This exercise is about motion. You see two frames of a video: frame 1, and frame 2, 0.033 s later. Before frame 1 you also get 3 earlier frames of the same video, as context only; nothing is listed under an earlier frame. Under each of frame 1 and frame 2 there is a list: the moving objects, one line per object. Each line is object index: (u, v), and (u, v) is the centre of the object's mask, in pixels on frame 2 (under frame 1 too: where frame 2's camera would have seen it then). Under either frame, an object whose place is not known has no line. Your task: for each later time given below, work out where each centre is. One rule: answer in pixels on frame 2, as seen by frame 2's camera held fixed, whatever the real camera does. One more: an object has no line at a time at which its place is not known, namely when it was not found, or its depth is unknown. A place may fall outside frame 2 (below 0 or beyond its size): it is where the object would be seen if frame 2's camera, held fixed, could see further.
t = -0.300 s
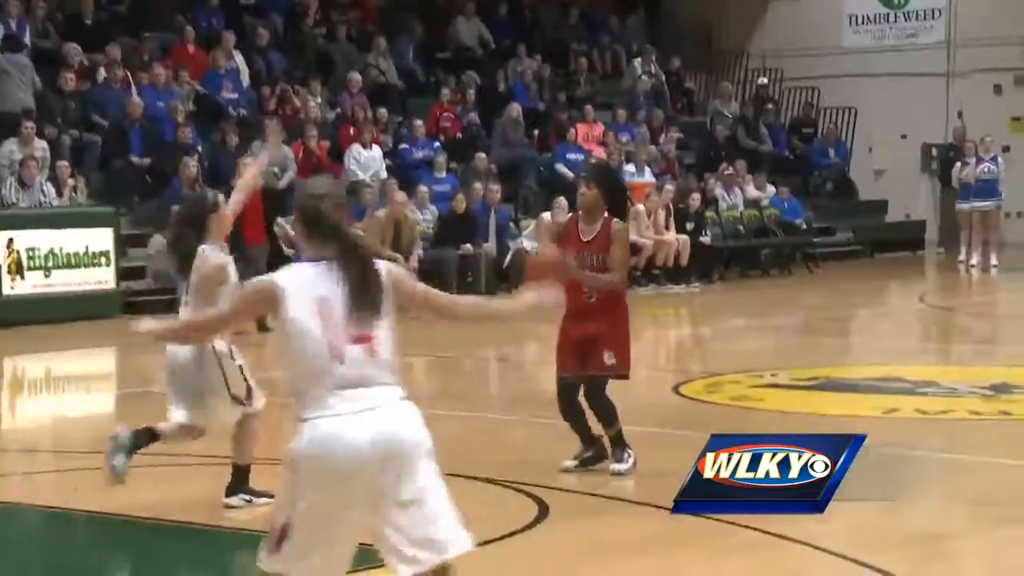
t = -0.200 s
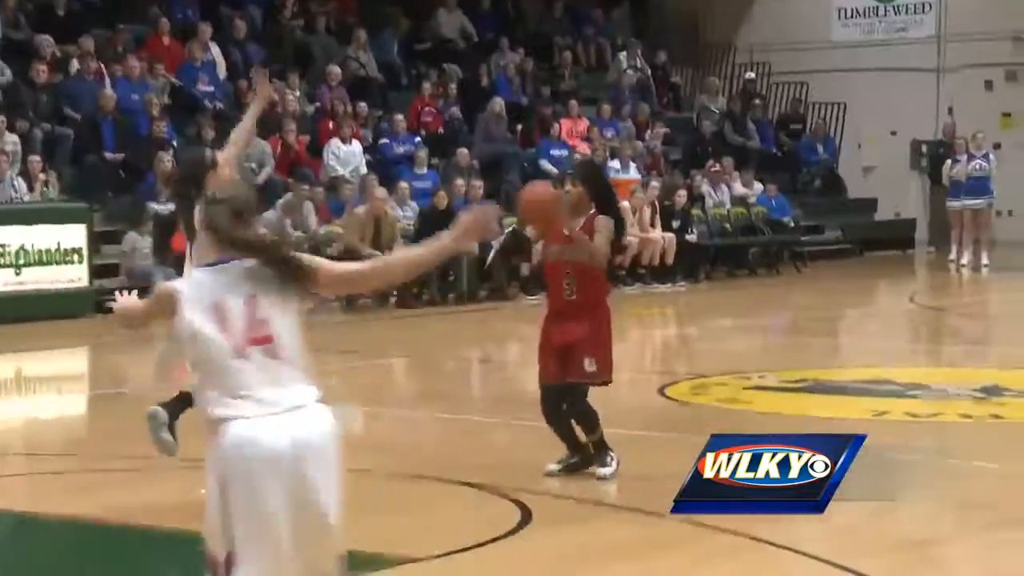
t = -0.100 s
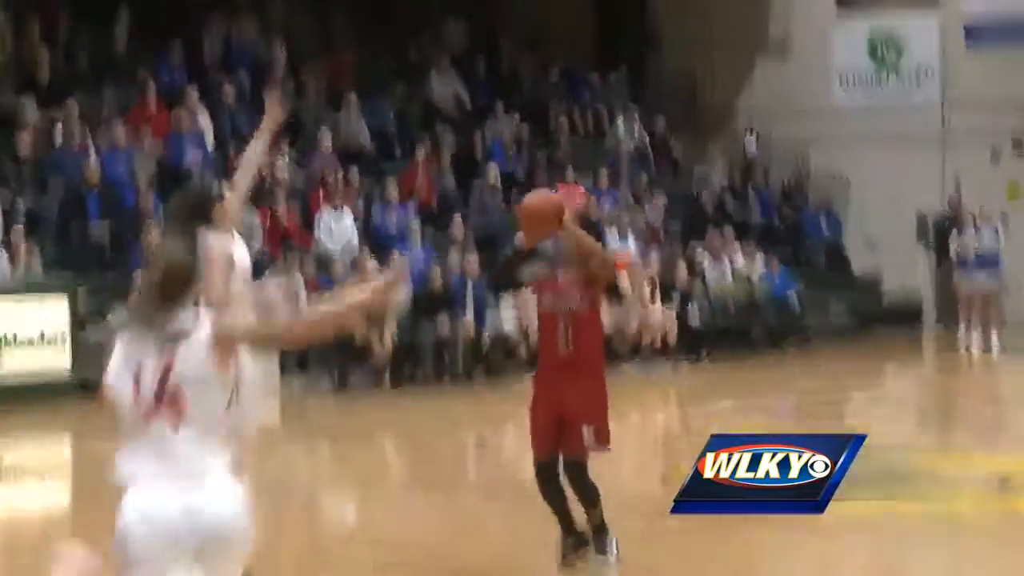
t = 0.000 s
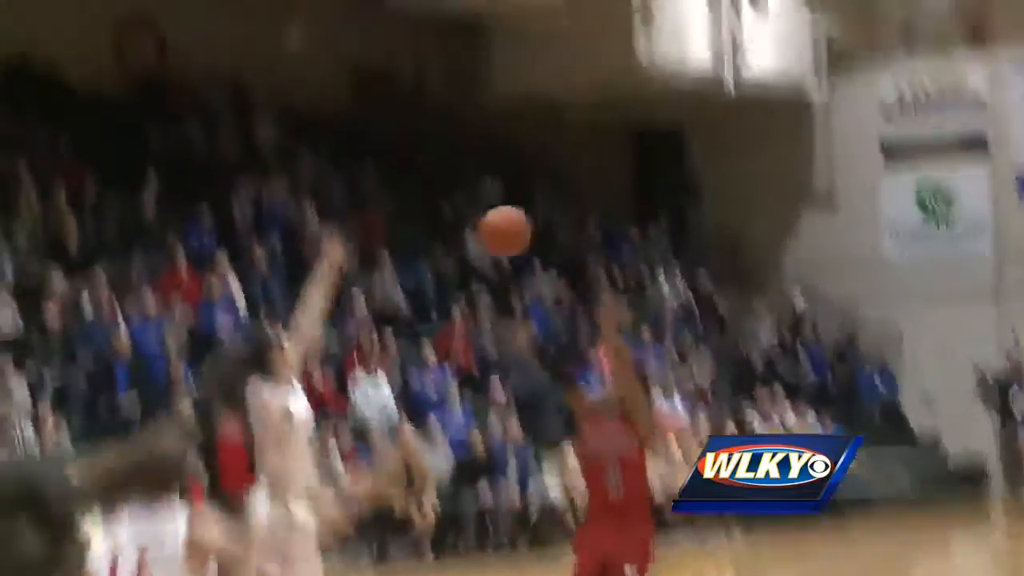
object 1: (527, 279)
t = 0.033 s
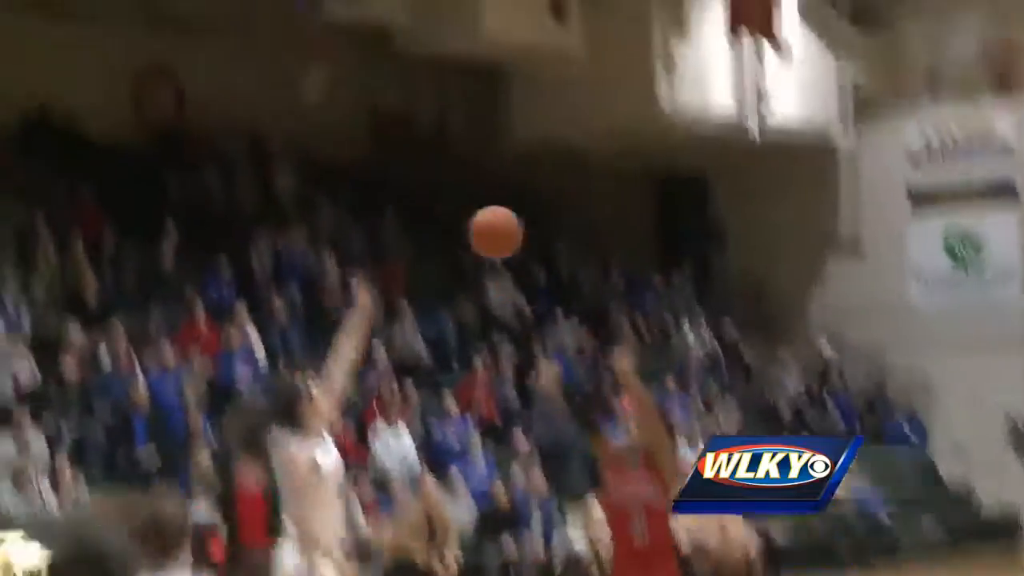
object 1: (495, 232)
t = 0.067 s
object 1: (463, 186)
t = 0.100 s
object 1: (430, 143)
